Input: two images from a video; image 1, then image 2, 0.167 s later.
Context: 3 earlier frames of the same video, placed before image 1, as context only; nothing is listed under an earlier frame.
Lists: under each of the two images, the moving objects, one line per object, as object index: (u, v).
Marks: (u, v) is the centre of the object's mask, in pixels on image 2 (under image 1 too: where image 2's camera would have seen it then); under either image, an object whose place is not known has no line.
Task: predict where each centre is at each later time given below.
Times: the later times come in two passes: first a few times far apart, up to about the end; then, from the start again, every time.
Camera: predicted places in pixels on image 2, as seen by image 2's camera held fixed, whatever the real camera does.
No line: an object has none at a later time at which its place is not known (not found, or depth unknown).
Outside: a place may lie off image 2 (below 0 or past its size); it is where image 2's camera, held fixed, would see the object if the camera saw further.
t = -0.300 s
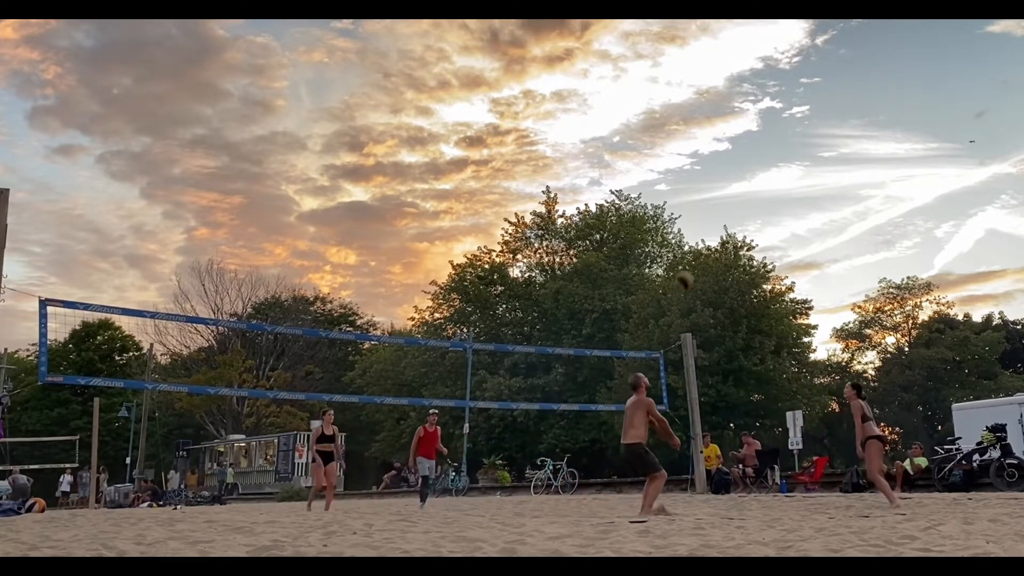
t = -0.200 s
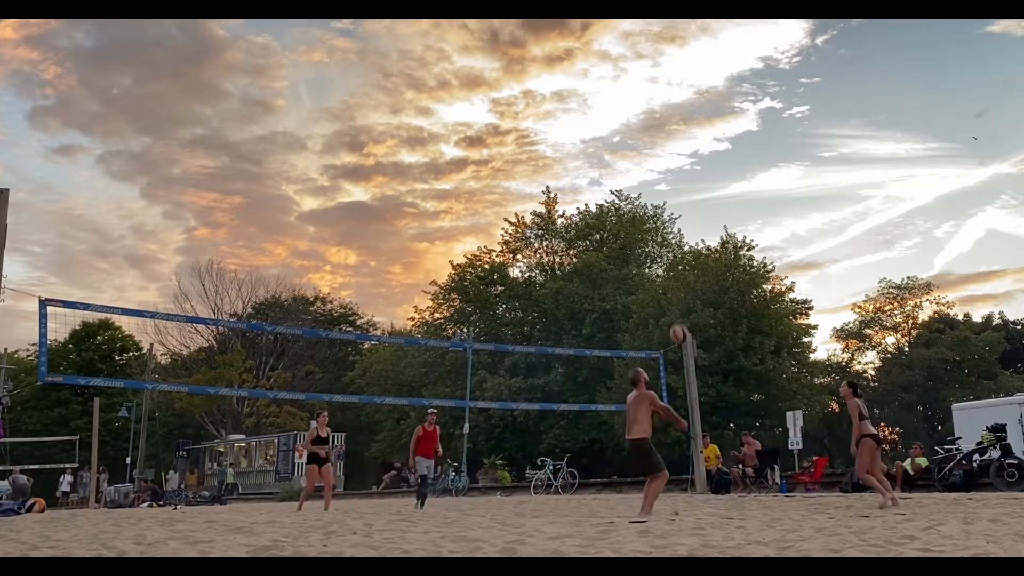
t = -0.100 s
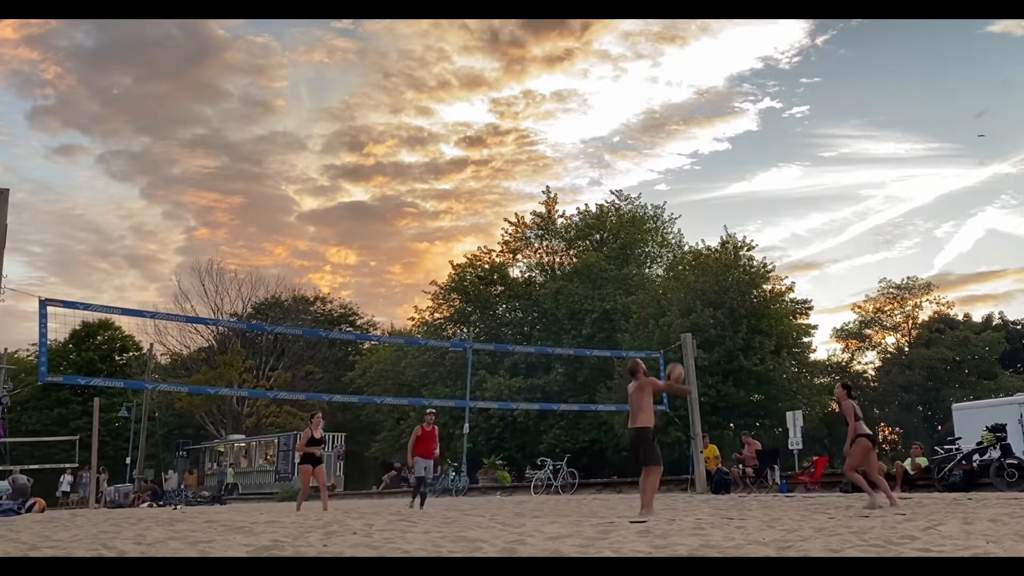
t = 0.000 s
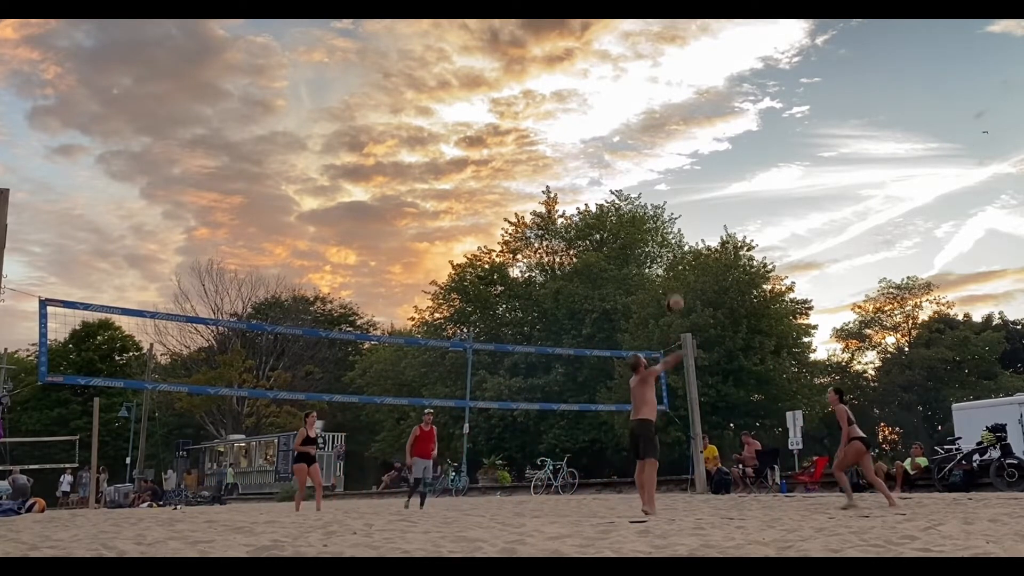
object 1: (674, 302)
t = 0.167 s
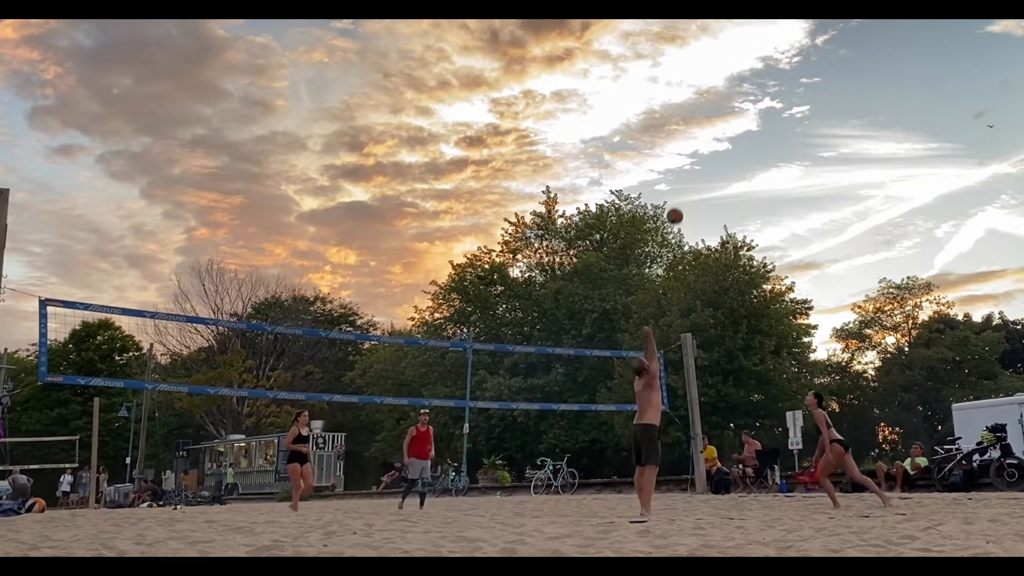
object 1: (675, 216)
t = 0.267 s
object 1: (675, 177)
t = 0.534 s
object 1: (679, 117)
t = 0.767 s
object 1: (684, 107)
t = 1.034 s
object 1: (690, 140)
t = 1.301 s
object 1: (697, 219)
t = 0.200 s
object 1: (675, 202)
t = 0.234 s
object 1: (675, 189)
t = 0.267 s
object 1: (675, 177)
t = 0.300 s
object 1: (676, 166)
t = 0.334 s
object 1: (676, 156)
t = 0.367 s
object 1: (677, 147)
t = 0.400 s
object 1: (677, 139)
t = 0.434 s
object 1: (678, 132)
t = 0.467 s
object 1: (678, 126)
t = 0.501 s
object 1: (679, 121)
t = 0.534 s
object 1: (679, 117)
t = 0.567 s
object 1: (680, 113)
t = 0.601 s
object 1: (681, 110)
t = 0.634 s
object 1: (681, 108)
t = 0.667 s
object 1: (682, 107)
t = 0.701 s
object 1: (683, 106)
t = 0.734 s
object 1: (683, 106)
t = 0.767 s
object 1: (684, 107)
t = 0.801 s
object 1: (685, 109)
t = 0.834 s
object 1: (685, 111)
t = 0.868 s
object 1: (686, 114)
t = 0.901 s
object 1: (687, 118)
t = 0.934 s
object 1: (688, 123)
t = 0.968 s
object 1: (688, 128)
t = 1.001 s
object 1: (689, 134)
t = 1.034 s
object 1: (690, 140)
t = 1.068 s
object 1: (691, 148)
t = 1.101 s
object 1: (692, 156)
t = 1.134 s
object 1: (693, 165)
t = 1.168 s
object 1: (693, 174)
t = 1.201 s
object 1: (694, 184)
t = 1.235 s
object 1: (695, 195)
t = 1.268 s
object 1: (696, 207)
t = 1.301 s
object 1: (697, 219)
